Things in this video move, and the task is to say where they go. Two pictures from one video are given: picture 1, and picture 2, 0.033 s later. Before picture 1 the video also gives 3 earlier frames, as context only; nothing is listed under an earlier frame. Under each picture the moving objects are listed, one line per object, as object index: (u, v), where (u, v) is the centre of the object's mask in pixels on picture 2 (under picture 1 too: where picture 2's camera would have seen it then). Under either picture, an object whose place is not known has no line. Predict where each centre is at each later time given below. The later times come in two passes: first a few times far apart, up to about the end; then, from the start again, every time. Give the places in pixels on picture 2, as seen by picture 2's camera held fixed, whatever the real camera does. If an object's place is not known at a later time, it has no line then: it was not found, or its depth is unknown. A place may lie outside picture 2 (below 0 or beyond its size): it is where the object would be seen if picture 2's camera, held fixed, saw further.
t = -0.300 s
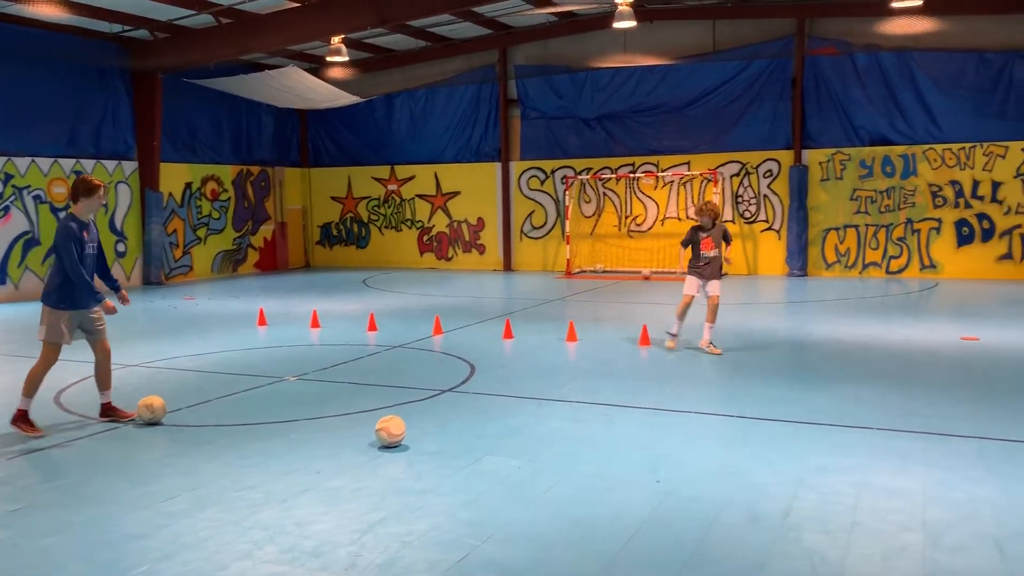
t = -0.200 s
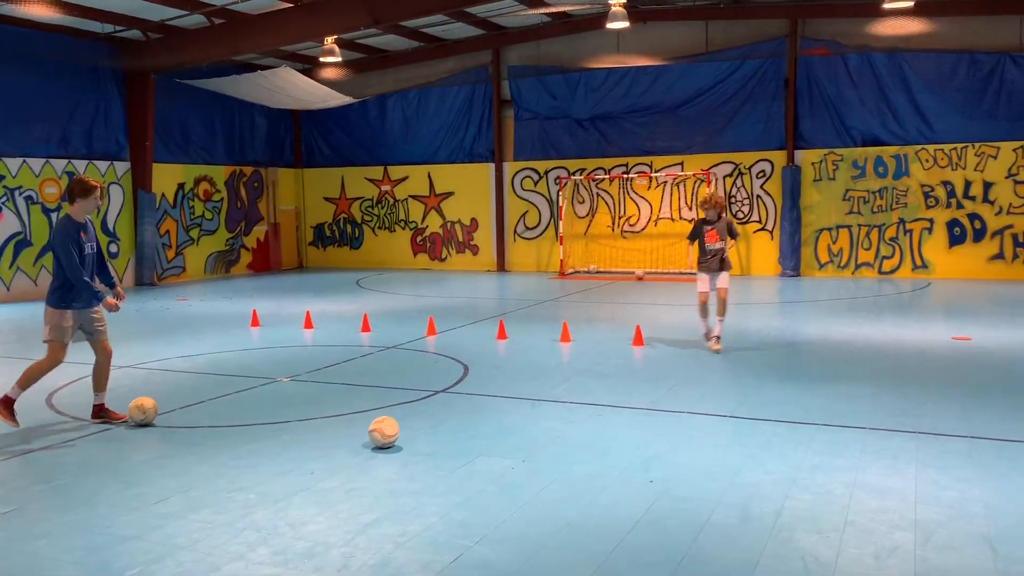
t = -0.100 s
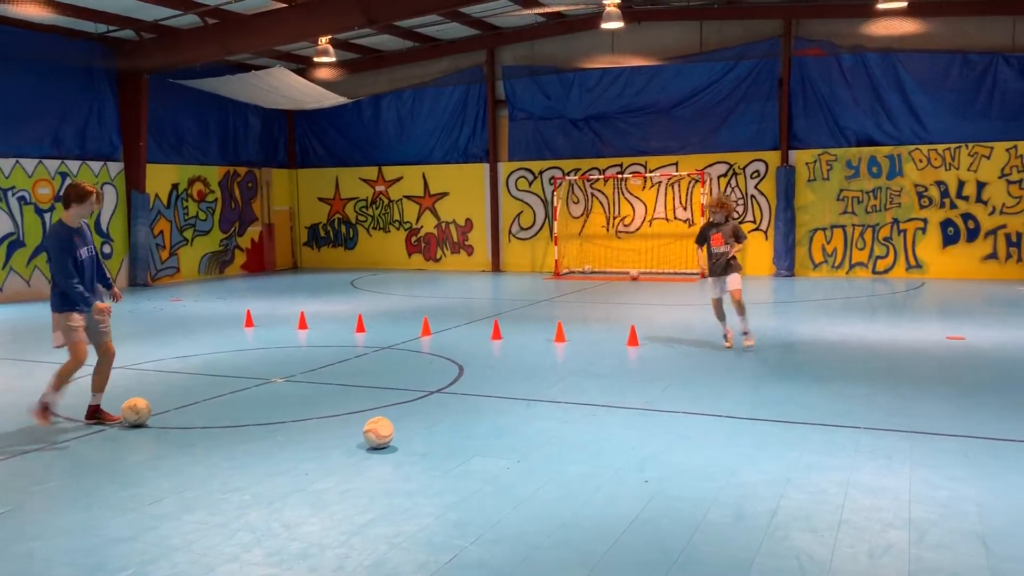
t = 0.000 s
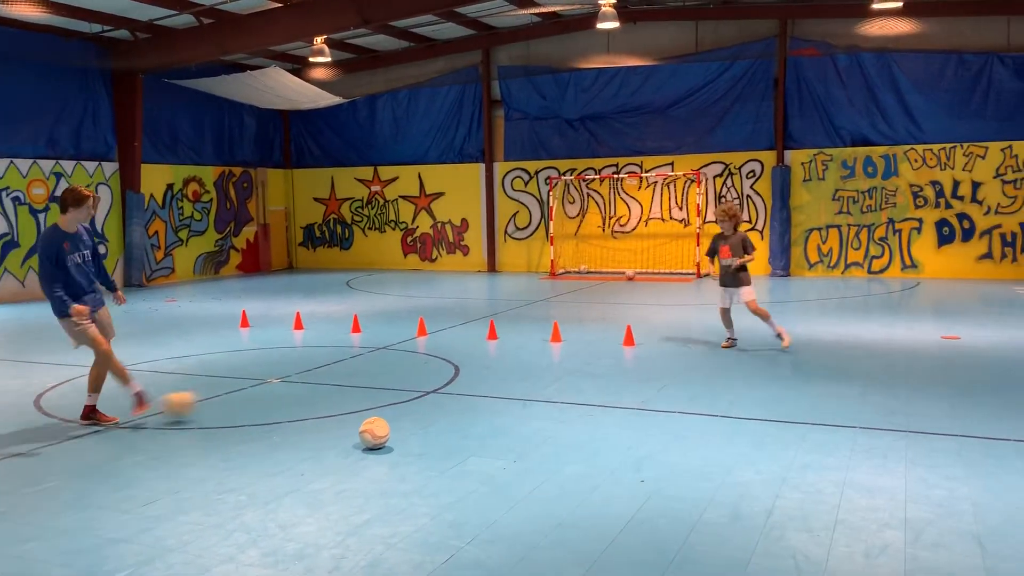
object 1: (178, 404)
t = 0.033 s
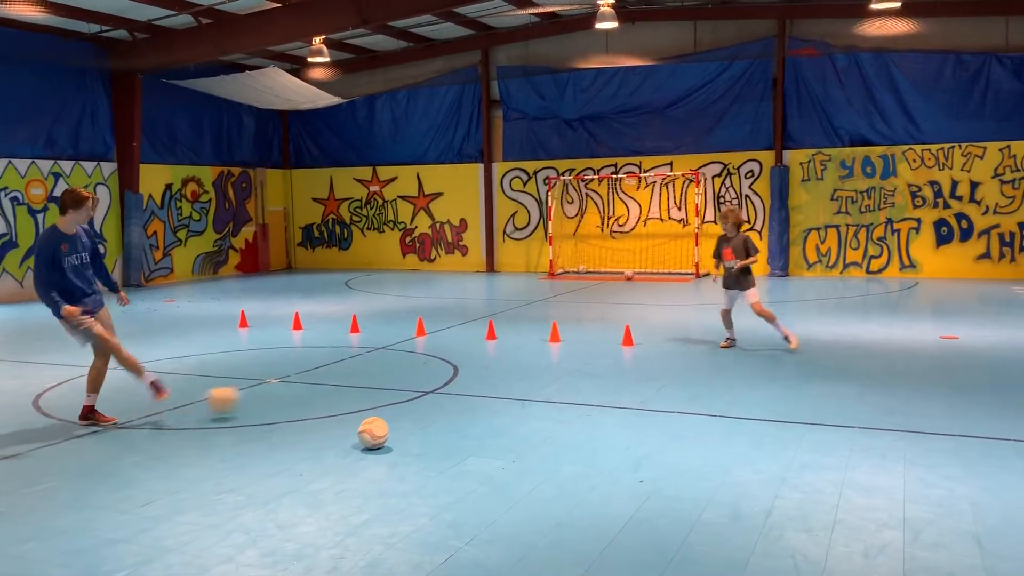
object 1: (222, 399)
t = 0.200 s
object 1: (422, 385)
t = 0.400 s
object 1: (602, 373)
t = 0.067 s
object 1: (266, 396)
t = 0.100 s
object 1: (309, 395)
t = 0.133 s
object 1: (348, 394)
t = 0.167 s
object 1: (386, 389)
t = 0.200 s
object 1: (422, 385)
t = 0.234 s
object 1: (456, 384)
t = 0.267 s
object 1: (488, 382)
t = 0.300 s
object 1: (518, 380)
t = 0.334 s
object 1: (548, 378)
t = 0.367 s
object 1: (575, 375)
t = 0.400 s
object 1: (602, 373)
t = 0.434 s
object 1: (626, 371)
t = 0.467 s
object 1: (651, 369)
